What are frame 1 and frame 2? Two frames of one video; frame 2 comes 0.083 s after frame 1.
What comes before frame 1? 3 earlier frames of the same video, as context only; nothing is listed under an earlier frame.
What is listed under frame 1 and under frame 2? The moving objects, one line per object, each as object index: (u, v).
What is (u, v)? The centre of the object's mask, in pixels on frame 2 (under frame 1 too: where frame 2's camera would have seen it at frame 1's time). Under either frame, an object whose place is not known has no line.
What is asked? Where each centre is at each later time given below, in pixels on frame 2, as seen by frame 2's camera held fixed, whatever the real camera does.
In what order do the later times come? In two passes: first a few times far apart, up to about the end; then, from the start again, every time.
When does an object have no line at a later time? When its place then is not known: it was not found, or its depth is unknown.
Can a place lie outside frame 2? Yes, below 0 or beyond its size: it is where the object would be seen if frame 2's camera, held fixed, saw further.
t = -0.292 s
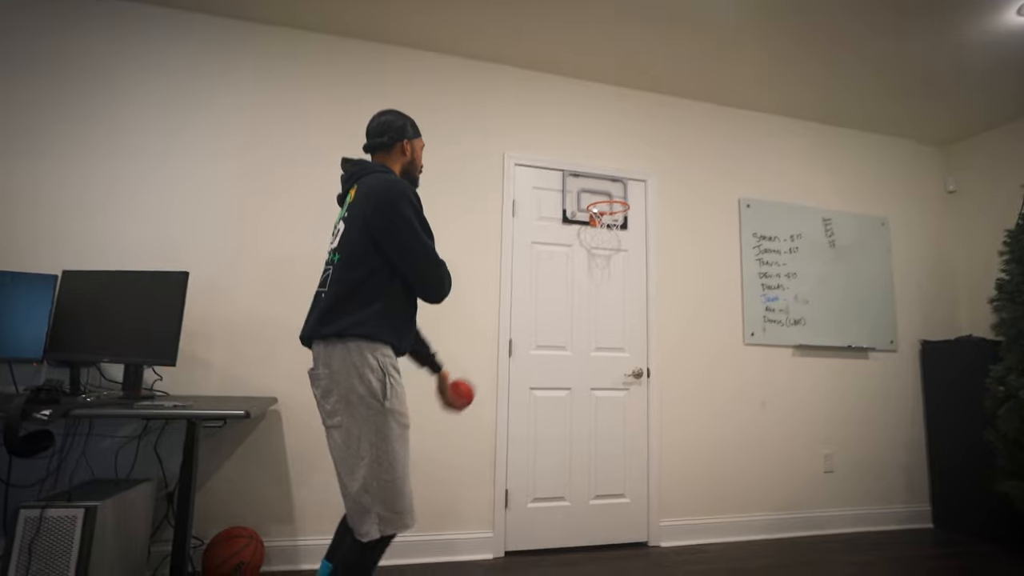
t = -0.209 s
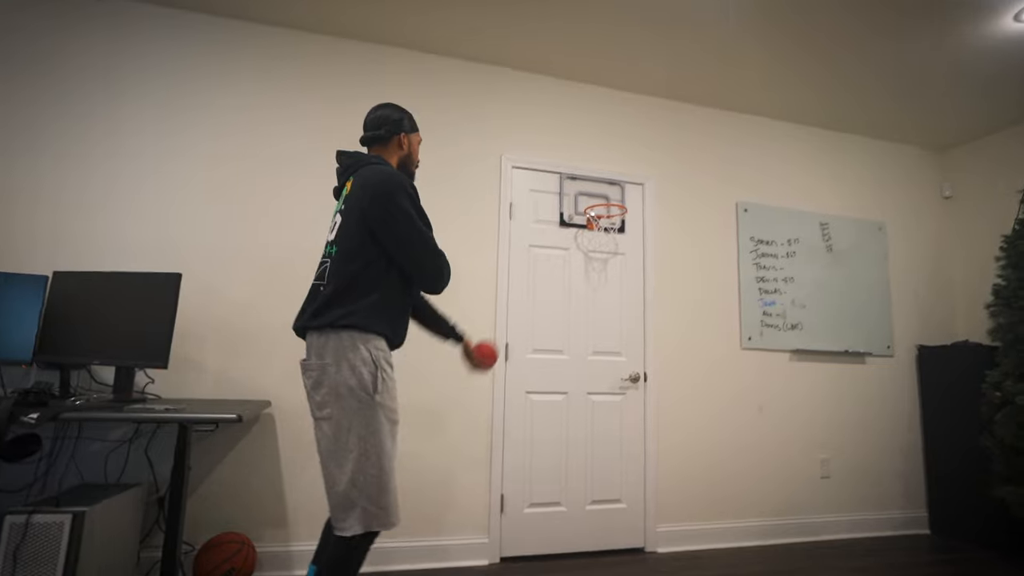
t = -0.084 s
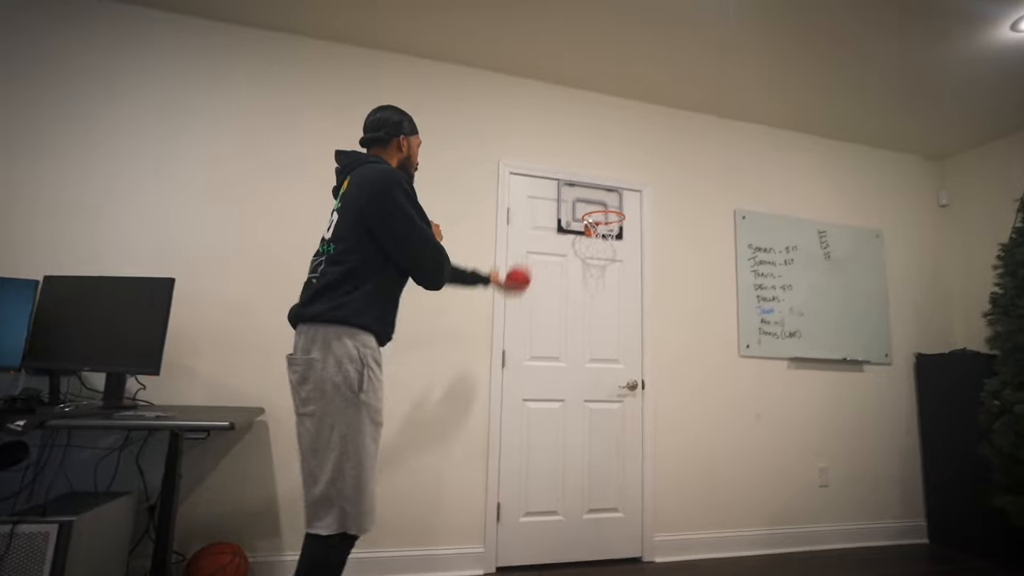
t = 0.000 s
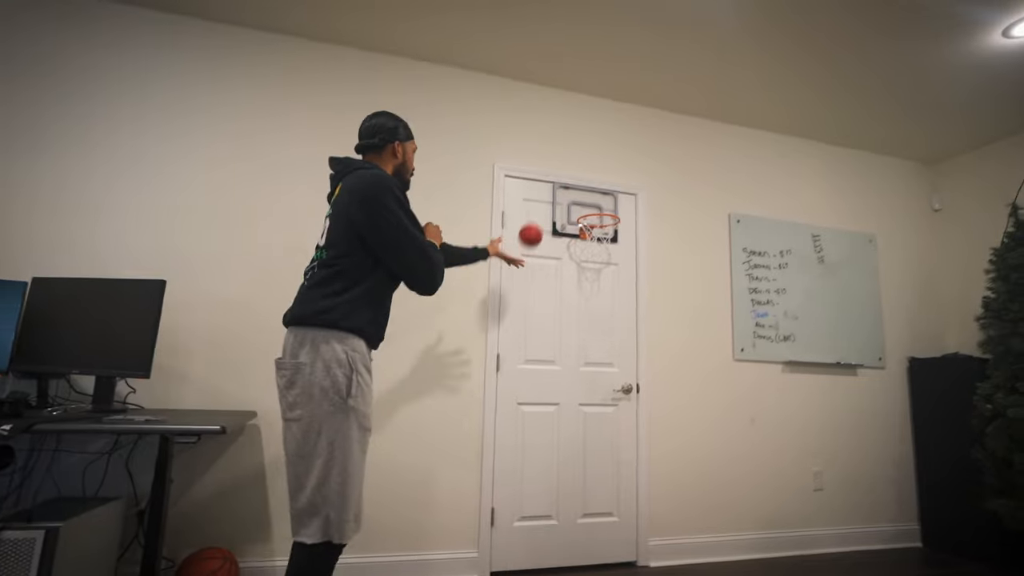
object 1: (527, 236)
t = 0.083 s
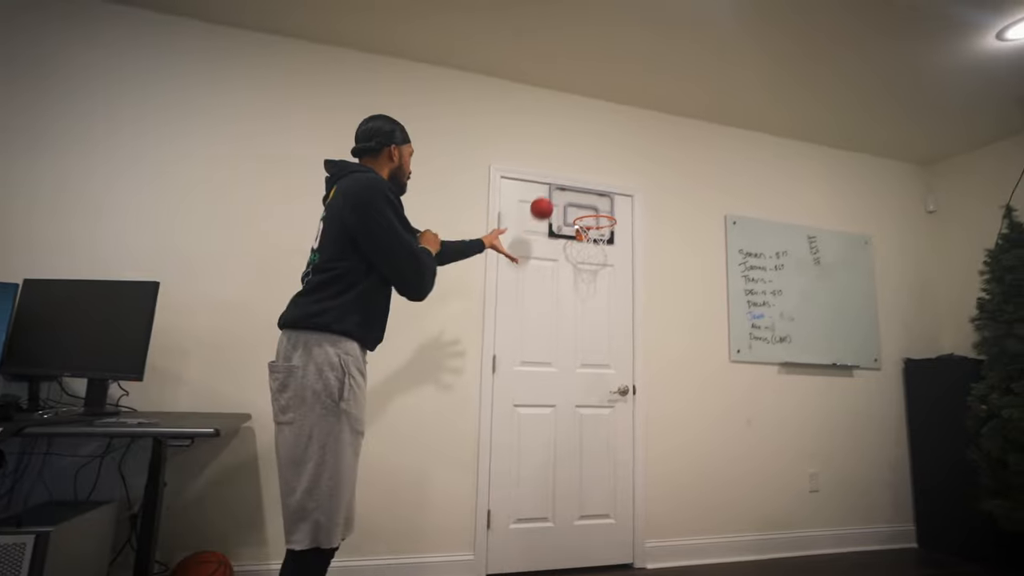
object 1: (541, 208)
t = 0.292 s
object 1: (573, 193)
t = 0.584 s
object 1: (585, 247)
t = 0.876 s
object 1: (570, 357)
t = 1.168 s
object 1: (569, 556)
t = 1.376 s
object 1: (581, 443)
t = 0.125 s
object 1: (548, 200)
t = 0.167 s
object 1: (554, 195)
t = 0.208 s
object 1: (560, 194)
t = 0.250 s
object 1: (565, 194)
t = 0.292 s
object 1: (573, 193)
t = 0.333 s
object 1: (581, 195)
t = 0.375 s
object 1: (589, 200)
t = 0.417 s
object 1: (598, 207)
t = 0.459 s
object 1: (604, 217)
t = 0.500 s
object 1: (595, 230)
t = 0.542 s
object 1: (590, 240)
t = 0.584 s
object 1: (585, 247)
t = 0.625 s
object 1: (582, 257)
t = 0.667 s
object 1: (580, 267)
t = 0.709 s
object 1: (577, 281)
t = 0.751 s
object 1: (575, 297)
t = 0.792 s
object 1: (572, 316)
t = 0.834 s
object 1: (571, 335)
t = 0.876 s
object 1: (570, 357)
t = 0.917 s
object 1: (570, 381)
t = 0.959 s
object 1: (569, 407)
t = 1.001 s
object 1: (569, 439)
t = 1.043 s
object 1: (569, 475)
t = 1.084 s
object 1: (568, 514)
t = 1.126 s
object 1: (567, 558)
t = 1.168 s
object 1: (569, 556)
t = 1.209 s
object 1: (571, 528)
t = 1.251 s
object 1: (574, 501)
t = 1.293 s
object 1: (576, 478)
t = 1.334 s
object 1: (579, 459)
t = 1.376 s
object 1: (581, 443)
